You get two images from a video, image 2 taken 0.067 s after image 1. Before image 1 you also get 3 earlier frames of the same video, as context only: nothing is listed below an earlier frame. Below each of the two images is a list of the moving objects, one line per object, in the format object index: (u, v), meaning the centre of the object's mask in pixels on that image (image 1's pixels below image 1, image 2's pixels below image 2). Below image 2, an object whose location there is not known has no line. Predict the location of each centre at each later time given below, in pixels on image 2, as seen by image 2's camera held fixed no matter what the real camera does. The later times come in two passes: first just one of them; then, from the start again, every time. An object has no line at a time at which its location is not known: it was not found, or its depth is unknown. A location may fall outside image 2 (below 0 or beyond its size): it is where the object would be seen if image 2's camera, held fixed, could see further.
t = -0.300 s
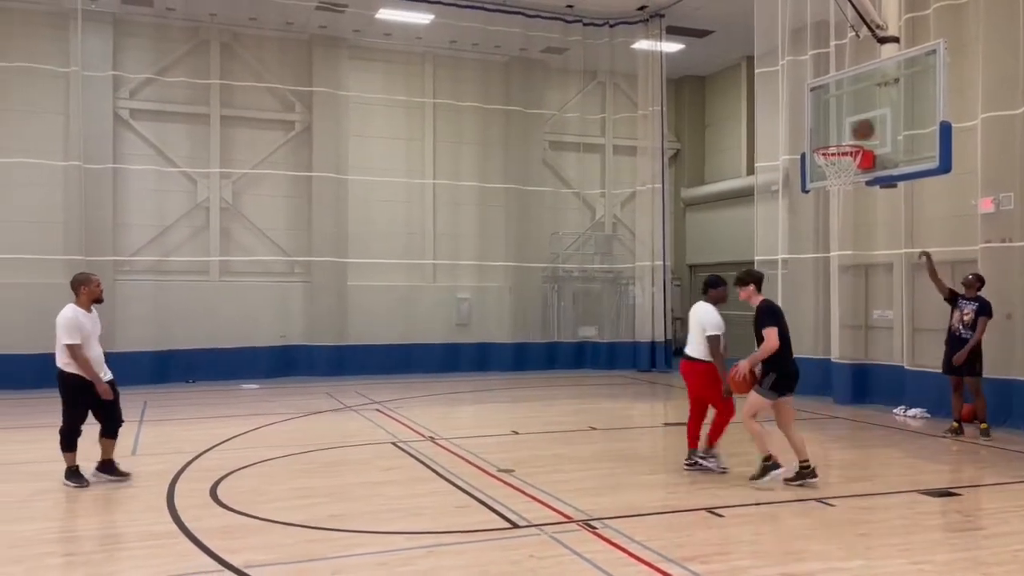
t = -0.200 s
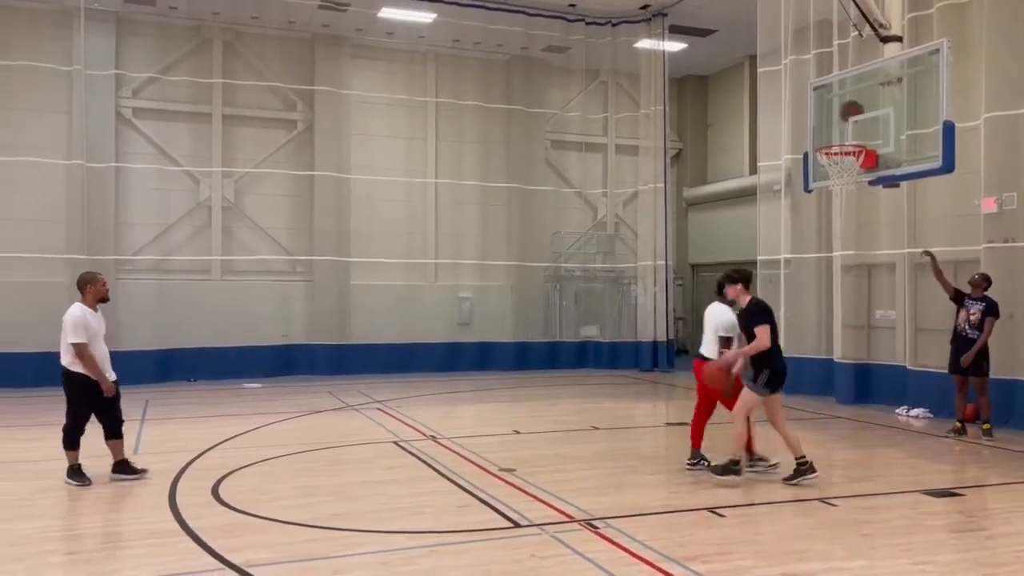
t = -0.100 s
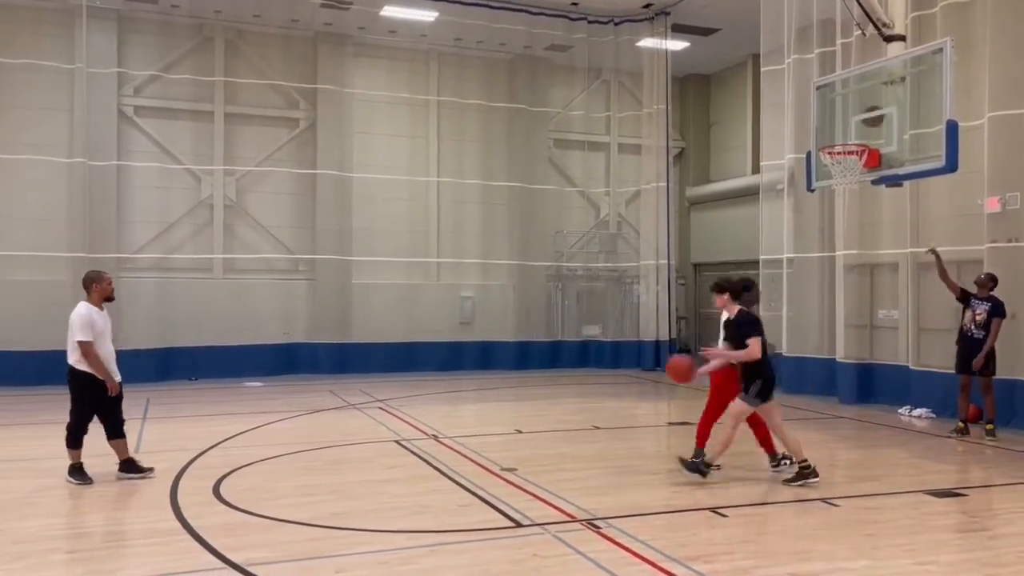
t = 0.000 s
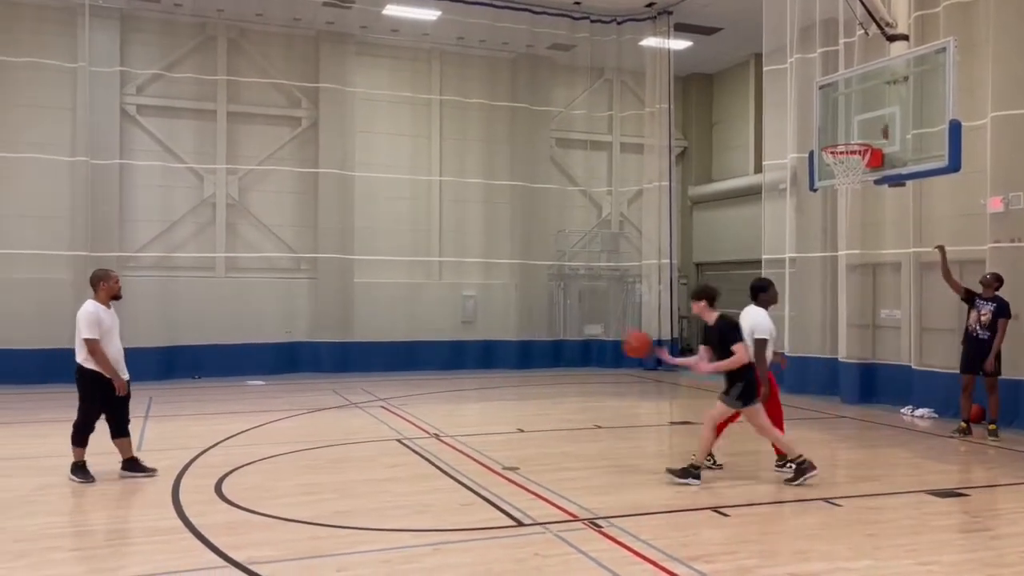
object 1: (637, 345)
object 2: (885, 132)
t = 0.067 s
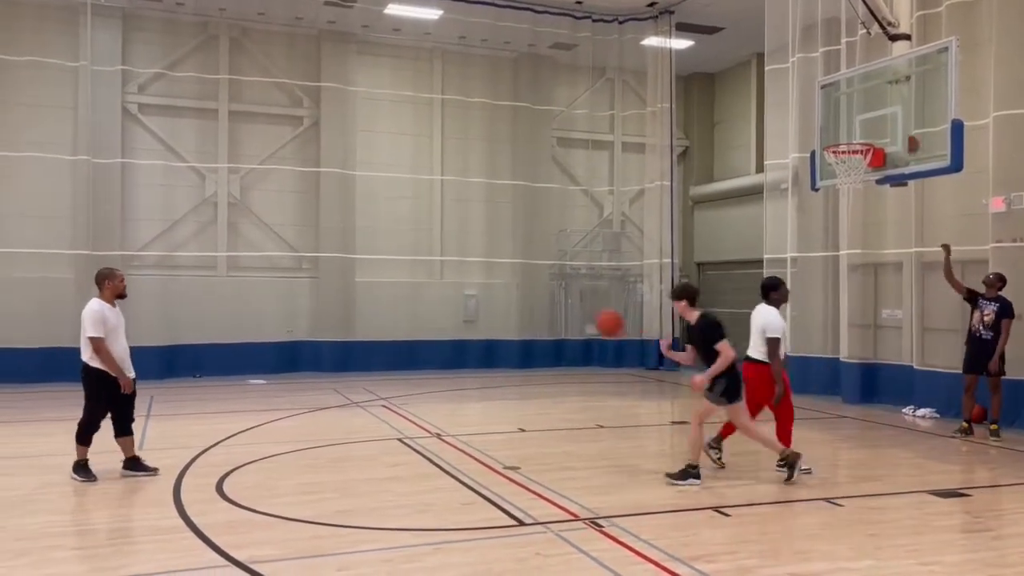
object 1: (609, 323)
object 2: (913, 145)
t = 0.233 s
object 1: (536, 298)
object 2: (935, 197)
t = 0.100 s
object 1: (594, 317)
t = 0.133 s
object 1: (580, 309)
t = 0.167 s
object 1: (565, 305)
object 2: (926, 182)
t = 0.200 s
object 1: (550, 301)
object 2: (930, 187)
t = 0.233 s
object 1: (536, 298)
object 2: (935, 197)
